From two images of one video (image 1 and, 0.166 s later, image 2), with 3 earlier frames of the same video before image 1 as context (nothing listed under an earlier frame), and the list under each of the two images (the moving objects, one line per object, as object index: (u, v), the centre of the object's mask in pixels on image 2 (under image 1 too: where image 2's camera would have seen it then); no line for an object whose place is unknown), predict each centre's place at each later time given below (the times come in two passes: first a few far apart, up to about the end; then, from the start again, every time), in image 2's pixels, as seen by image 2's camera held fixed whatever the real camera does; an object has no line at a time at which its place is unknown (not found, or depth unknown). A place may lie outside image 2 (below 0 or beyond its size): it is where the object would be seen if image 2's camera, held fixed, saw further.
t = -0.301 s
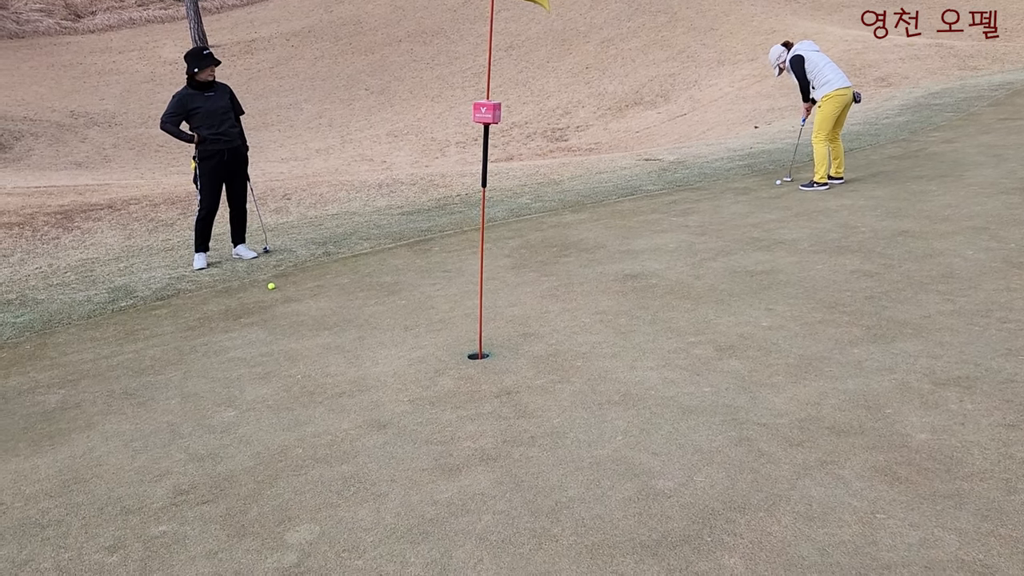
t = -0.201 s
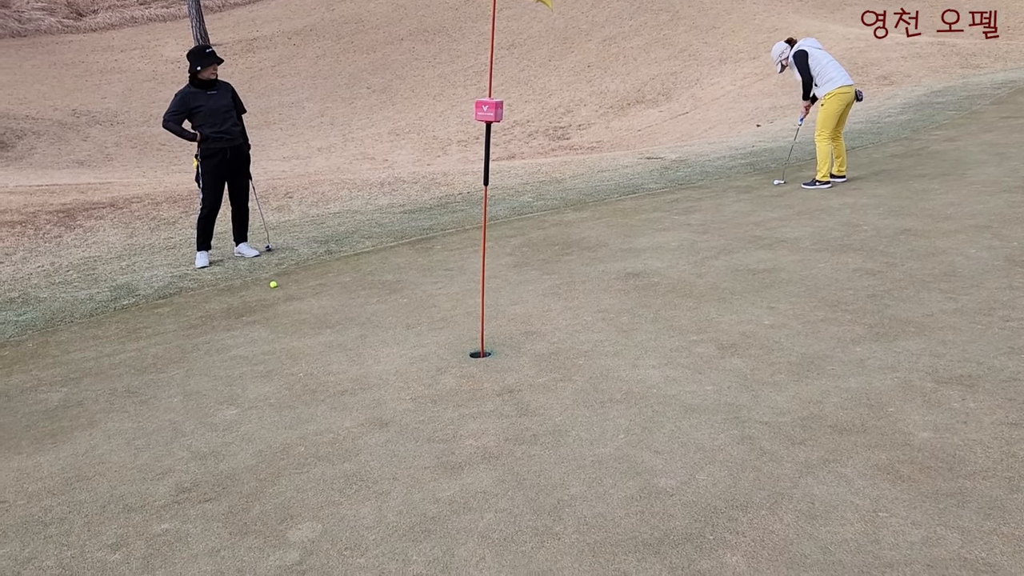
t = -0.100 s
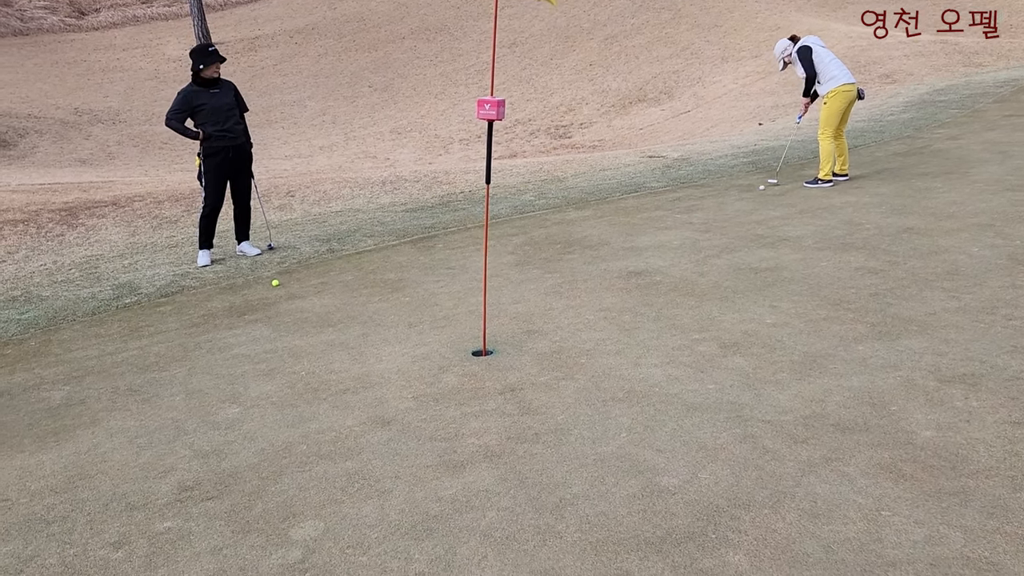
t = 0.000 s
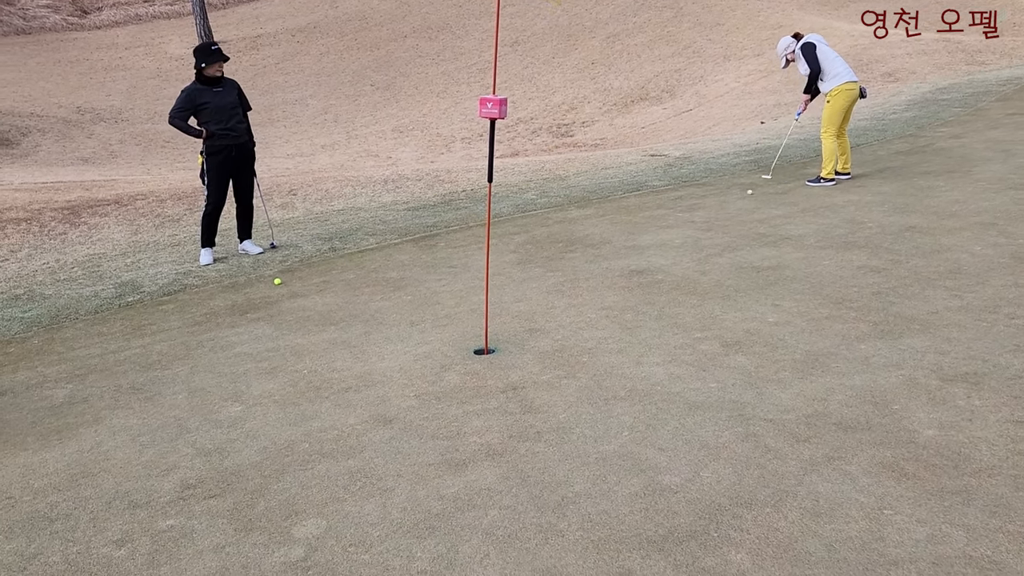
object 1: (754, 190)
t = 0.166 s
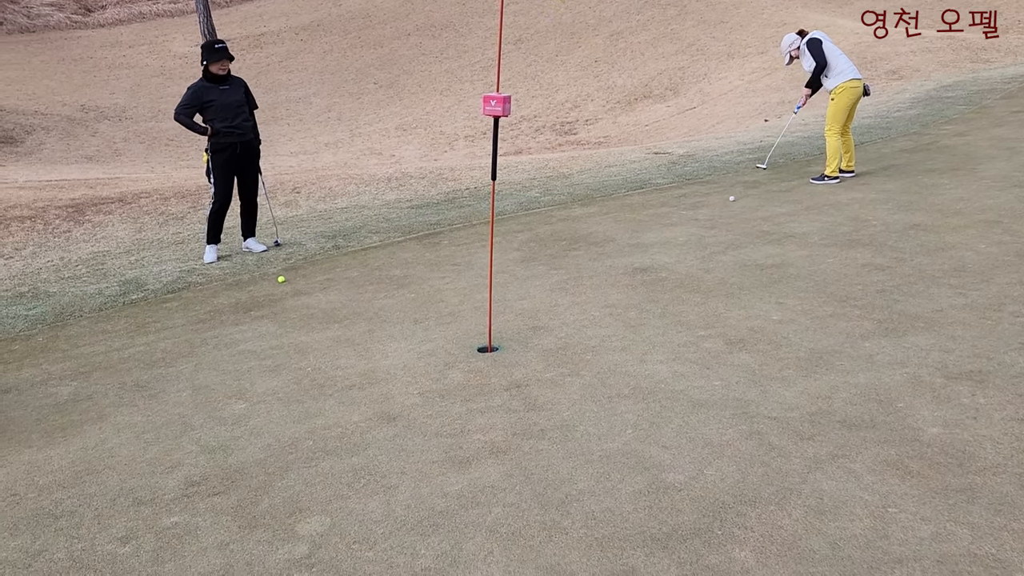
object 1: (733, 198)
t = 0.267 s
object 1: (719, 203)
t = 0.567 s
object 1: (680, 218)
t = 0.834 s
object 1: (646, 233)
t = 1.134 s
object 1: (609, 252)
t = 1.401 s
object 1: (577, 268)
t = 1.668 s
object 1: (546, 285)
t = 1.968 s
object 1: (513, 304)
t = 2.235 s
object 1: (484, 319)
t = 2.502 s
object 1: (462, 333)
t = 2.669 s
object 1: (449, 342)
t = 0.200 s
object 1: (728, 200)
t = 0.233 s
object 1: (723, 202)
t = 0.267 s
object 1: (719, 203)
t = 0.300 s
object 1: (714, 205)
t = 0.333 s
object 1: (710, 206)
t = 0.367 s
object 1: (706, 208)
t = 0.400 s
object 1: (702, 210)
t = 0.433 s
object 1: (698, 211)
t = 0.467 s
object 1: (693, 213)
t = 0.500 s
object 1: (688, 215)
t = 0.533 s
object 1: (684, 217)
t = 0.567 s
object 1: (680, 218)
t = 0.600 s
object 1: (676, 220)
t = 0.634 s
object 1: (672, 222)
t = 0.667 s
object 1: (668, 224)
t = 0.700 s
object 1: (663, 226)
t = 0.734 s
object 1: (659, 228)
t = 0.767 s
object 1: (654, 230)
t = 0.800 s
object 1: (651, 232)
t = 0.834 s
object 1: (646, 233)
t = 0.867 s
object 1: (642, 236)
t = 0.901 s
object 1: (638, 238)
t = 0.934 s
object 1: (633, 239)
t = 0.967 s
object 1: (630, 242)
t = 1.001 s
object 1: (625, 244)
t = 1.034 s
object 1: (622, 246)
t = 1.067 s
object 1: (617, 248)
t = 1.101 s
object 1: (613, 250)
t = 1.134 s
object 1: (609, 252)
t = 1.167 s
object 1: (605, 254)
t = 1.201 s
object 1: (601, 256)
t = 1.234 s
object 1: (597, 258)
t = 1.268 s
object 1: (593, 260)
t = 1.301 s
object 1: (589, 262)
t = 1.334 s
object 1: (585, 264)
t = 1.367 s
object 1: (581, 266)
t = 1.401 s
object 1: (577, 268)
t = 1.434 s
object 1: (573, 271)
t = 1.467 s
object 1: (570, 273)
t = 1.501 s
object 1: (565, 275)
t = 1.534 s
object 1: (562, 277)
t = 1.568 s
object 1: (558, 279)
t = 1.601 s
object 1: (554, 281)
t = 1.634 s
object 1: (550, 283)
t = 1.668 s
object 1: (546, 285)
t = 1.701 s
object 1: (542, 287)
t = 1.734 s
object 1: (538, 289)
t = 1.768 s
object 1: (535, 291)
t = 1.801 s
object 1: (531, 293)
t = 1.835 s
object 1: (527, 295)
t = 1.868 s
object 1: (524, 297)
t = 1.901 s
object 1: (520, 299)
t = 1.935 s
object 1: (516, 301)
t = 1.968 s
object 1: (513, 304)
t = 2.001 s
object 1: (509, 305)
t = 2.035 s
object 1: (506, 308)
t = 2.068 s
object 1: (502, 310)
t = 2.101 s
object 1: (499, 311)
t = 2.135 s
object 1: (496, 313)
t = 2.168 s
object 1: (494, 315)
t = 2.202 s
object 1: (487, 317)
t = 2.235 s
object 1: (484, 319)
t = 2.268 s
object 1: (482, 321)
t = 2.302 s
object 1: (479, 322)
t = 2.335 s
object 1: (476, 324)
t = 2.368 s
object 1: (473, 326)
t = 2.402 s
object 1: (470, 328)
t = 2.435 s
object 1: (467, 330)
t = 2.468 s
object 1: (464, 332)
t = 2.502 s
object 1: (462, 333)
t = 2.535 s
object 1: (459, 335)
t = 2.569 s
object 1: (456, 337)
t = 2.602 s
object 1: (454, 338)
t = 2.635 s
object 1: (451, 340)
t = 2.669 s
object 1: (449, 342)
